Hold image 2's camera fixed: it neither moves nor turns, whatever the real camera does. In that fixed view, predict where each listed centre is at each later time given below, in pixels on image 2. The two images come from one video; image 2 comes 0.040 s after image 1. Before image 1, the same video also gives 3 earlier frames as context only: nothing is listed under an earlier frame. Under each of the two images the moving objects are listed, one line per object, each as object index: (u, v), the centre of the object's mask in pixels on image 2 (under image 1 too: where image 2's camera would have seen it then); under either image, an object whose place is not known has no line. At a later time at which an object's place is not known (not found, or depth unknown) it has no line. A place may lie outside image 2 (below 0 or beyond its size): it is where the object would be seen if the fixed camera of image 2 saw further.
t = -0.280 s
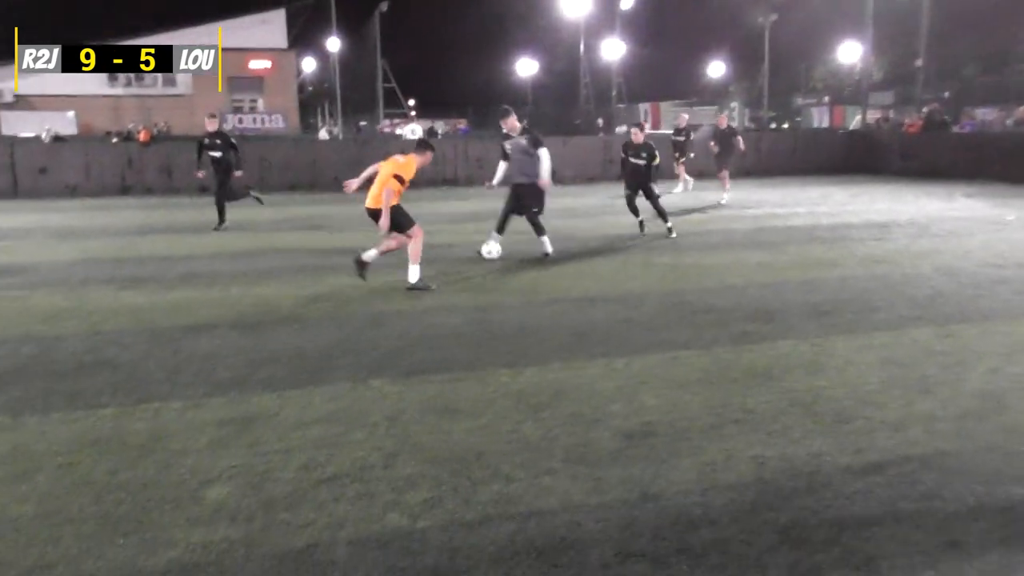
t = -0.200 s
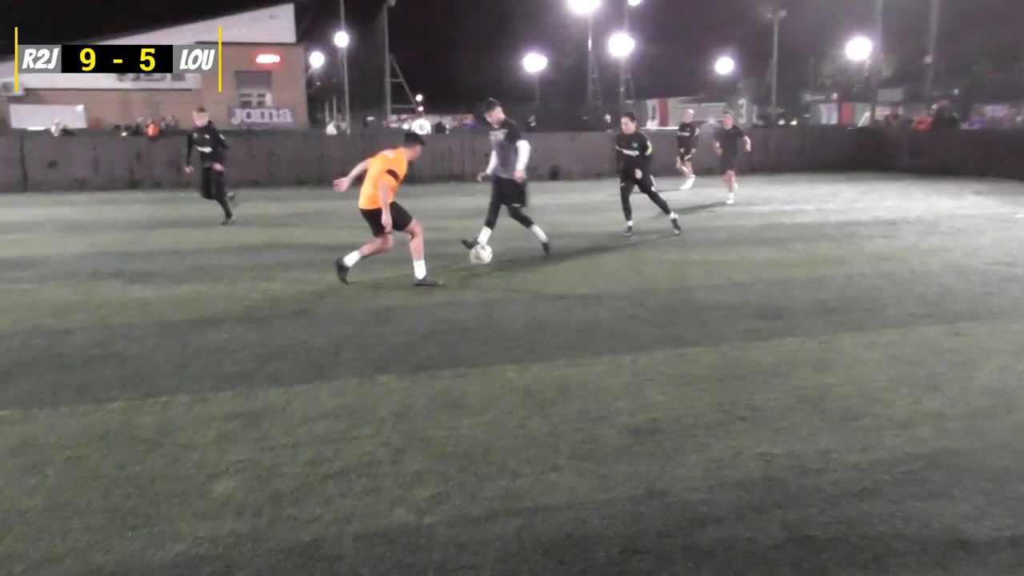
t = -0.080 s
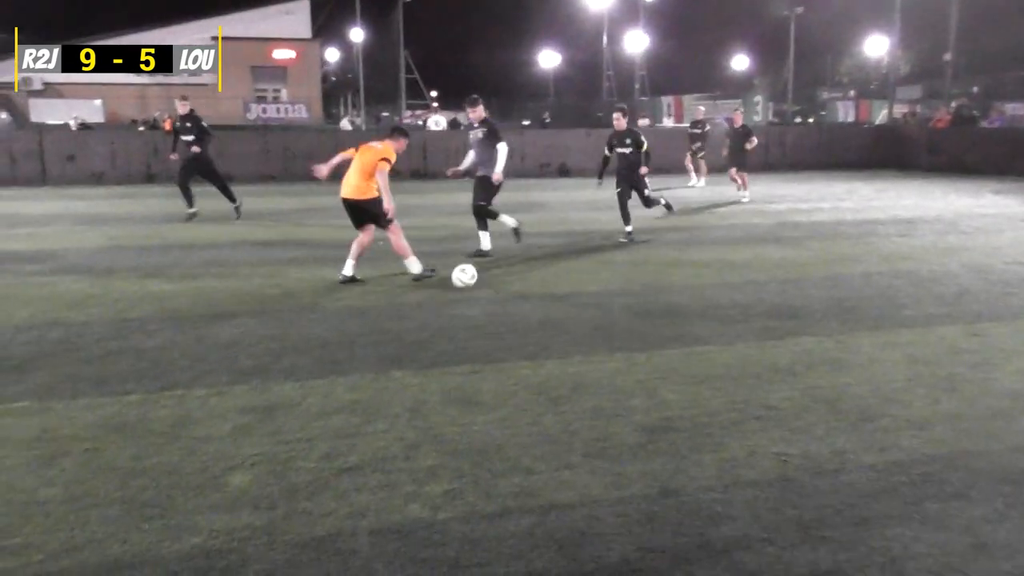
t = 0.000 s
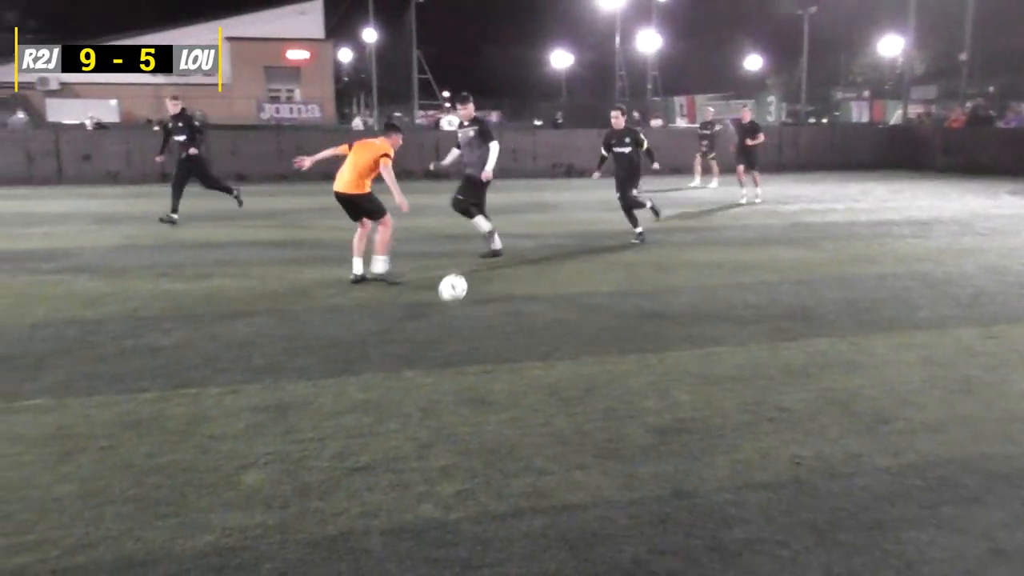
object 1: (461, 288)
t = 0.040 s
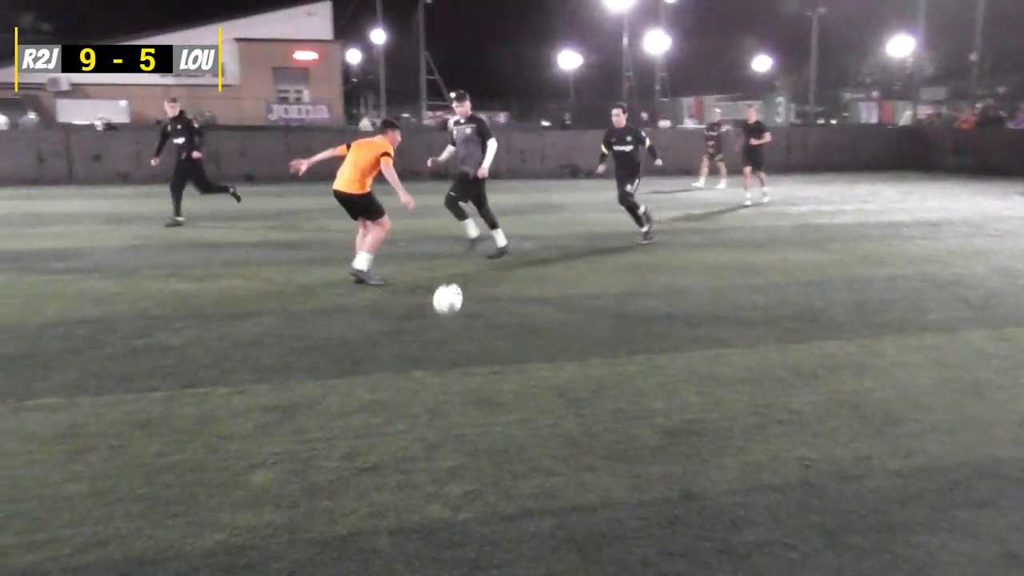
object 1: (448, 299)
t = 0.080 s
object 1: (433, 313)
